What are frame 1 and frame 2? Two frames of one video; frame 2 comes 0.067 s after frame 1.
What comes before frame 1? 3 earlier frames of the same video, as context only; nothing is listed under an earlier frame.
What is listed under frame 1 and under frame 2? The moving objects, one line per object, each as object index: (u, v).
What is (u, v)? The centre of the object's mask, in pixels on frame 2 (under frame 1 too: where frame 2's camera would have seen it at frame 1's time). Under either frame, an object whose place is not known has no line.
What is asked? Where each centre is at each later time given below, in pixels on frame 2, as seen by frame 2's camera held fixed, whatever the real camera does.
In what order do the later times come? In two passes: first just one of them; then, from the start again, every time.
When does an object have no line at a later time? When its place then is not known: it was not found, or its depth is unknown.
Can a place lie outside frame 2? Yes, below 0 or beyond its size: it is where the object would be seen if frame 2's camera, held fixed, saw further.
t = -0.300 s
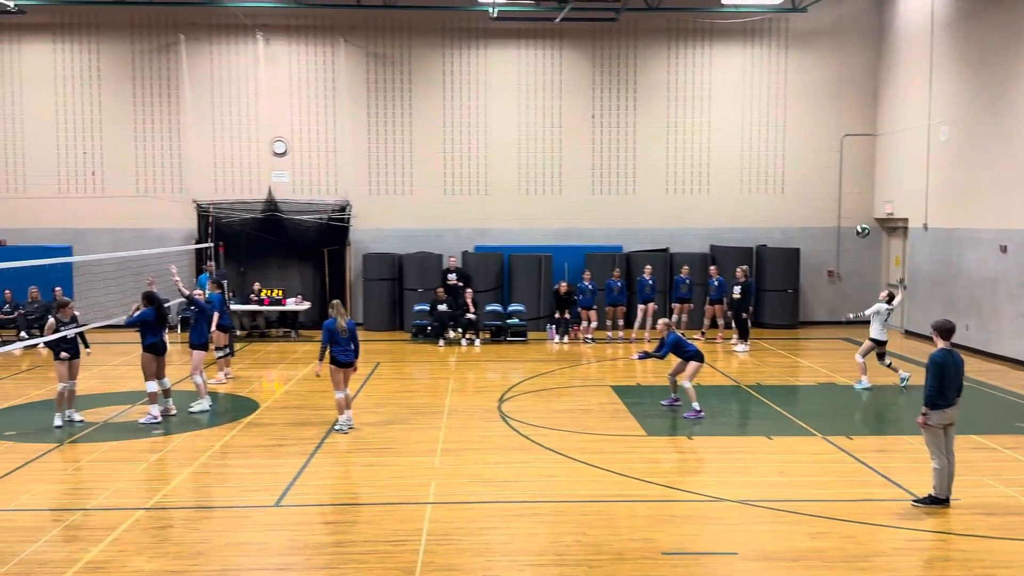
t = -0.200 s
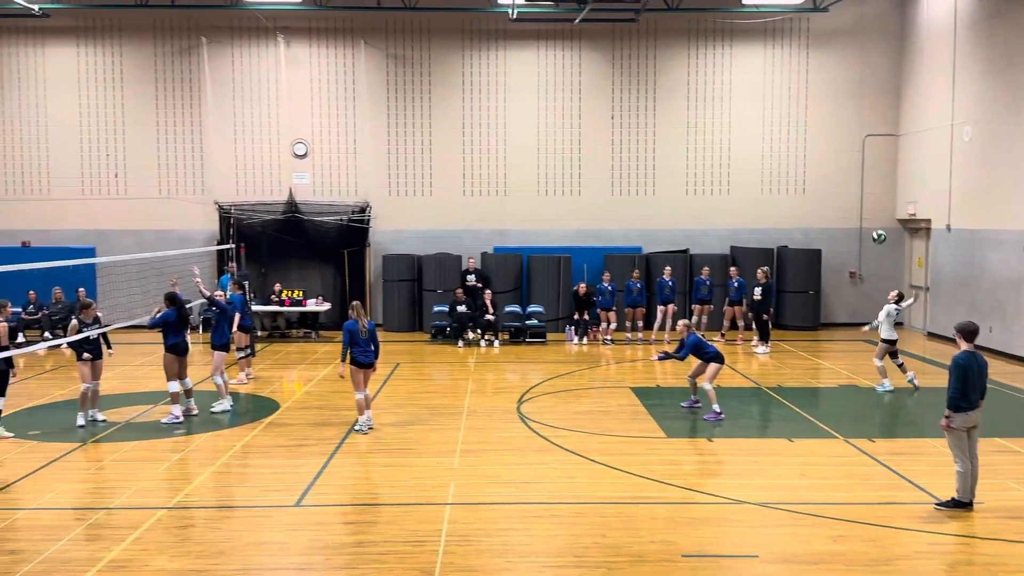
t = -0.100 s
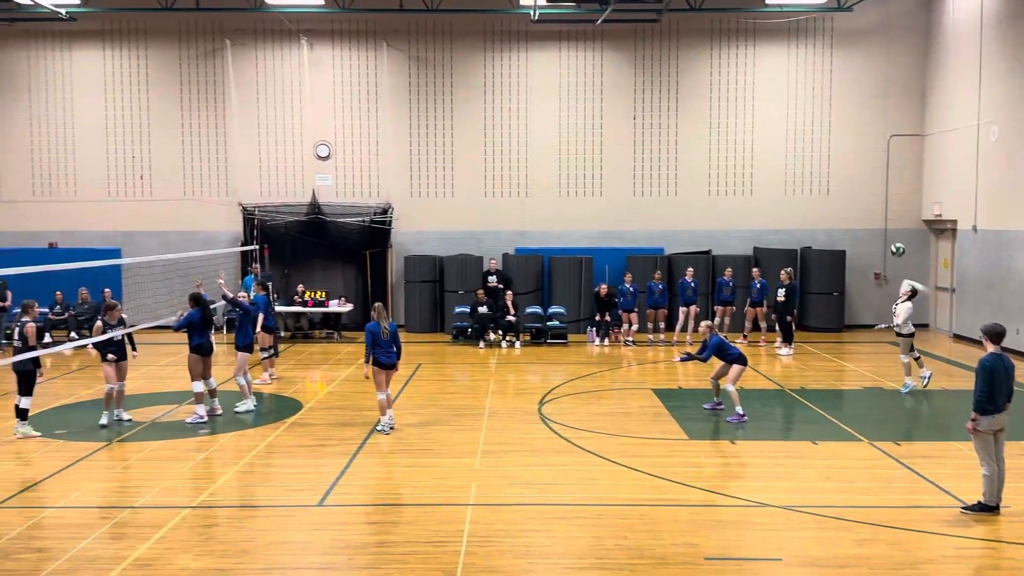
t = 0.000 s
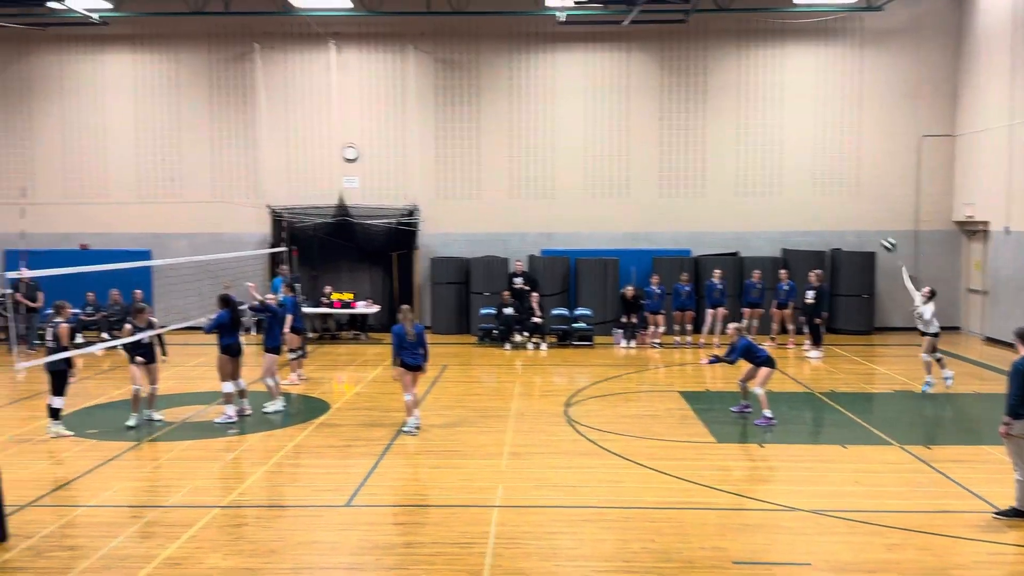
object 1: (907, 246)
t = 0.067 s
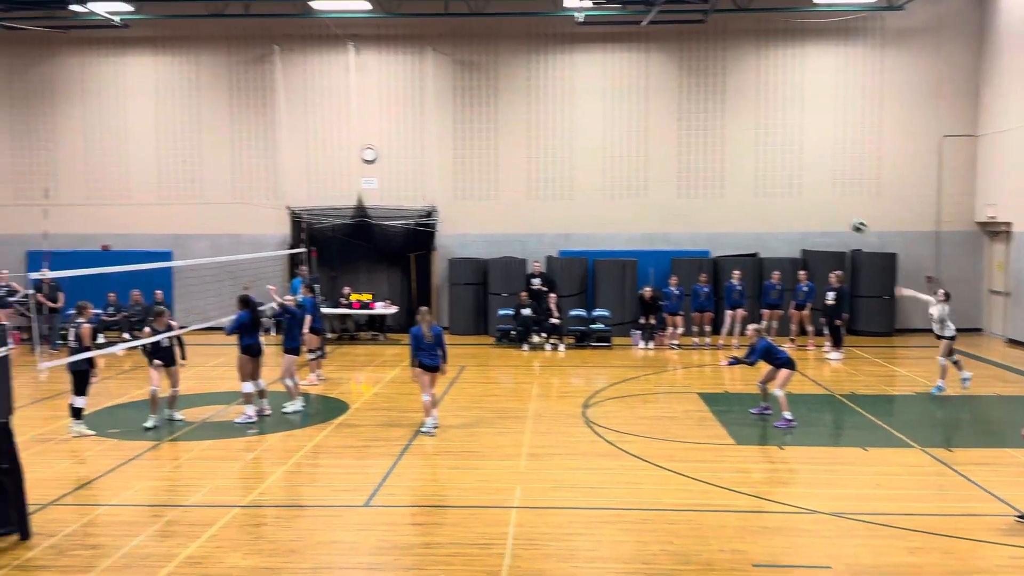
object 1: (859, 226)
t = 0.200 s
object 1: (758, 192)
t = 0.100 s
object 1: (833, 217)
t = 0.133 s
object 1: (809, 207)
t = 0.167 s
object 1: (783, 200)
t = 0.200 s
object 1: (758, 192)
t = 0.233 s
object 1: (733, 184)
